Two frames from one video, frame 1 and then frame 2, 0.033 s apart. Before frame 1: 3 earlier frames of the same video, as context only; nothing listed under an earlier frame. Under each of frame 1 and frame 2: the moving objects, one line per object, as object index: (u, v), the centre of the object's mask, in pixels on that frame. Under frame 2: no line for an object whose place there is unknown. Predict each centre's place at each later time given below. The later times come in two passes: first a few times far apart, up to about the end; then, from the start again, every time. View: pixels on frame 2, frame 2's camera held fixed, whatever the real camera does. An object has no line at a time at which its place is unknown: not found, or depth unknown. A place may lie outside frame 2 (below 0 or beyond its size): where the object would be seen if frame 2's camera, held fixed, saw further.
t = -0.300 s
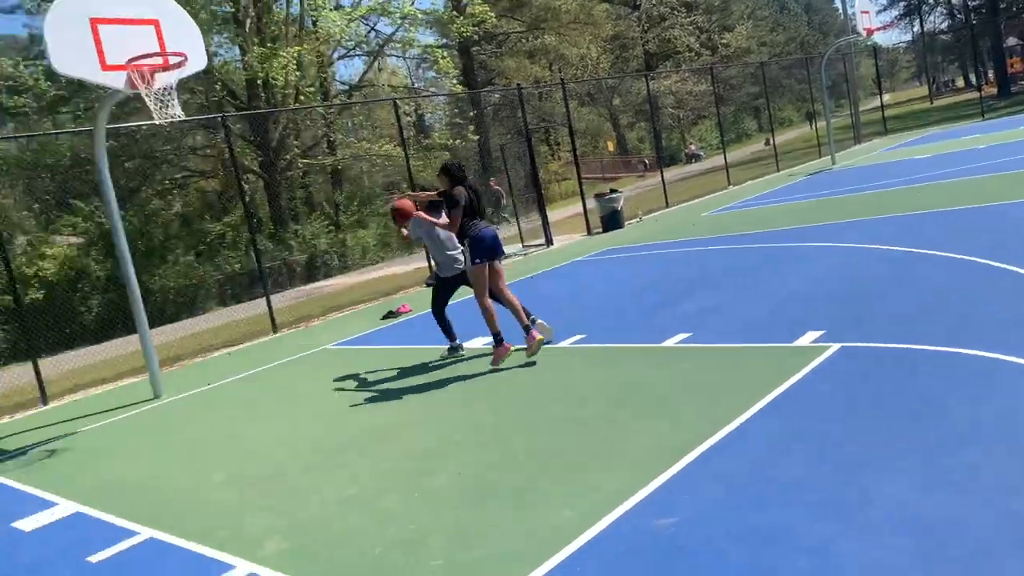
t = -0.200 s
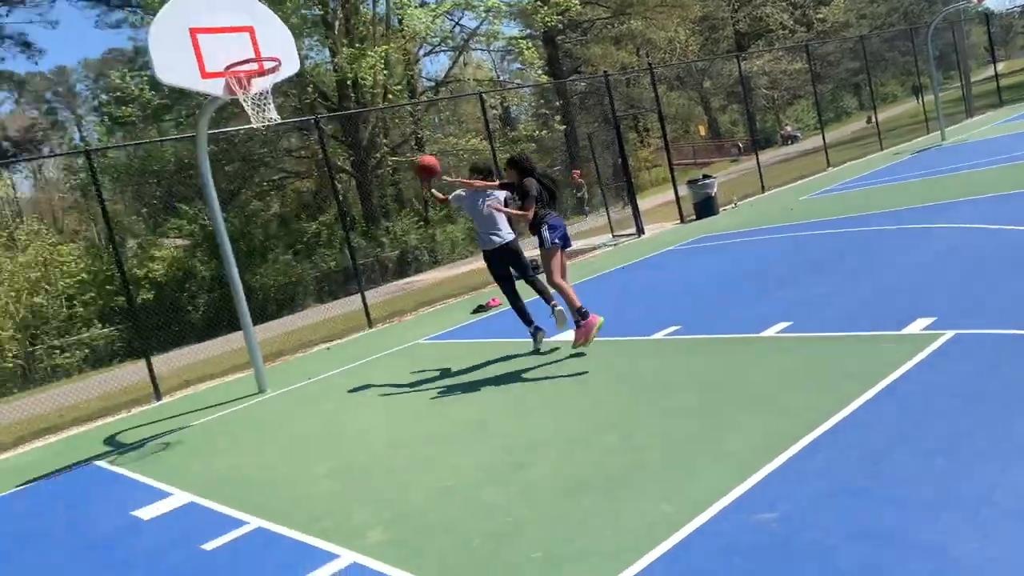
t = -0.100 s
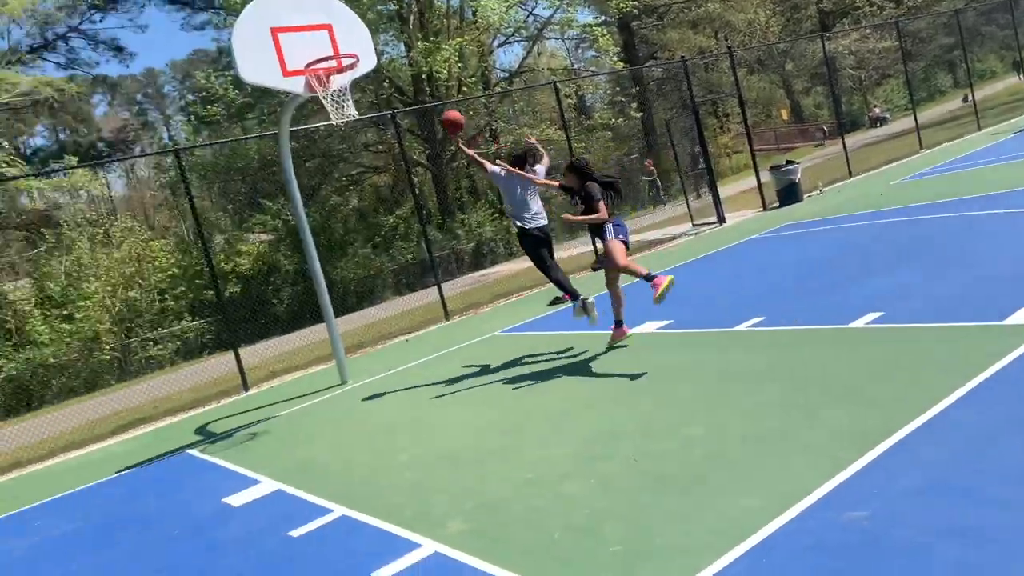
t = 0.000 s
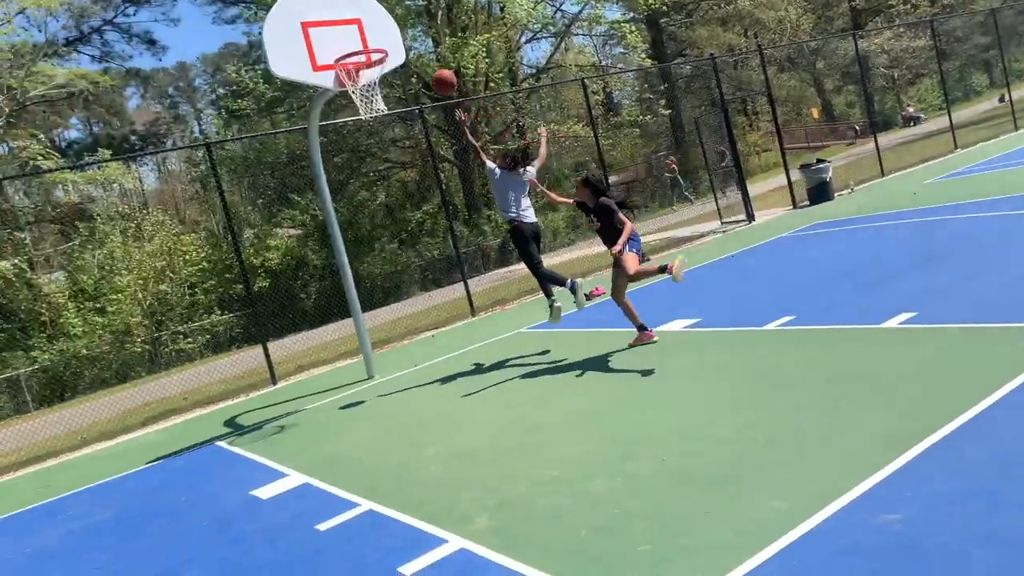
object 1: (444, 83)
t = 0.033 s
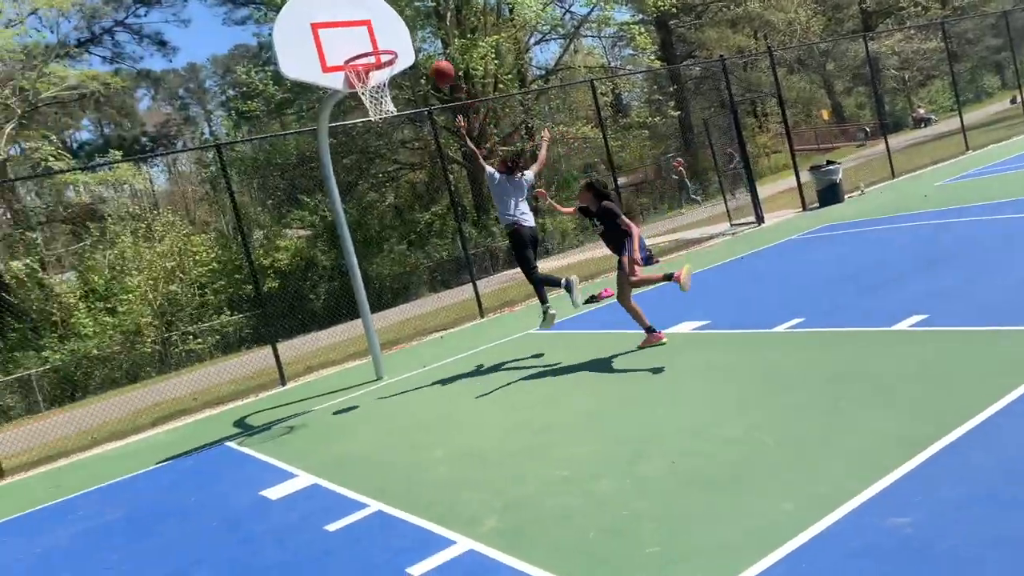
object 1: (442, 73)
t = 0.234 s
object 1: (380, 36)
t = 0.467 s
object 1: (326, 39)
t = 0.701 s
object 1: (307, 81)
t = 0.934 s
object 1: (306, 192)
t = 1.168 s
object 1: (320, 372)
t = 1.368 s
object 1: (287, 357)
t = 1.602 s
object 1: (223, 268)
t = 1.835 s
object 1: (173, 243)
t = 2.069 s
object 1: (142, 291)
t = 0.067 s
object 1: (430, 64)
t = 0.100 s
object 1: (421, 56)
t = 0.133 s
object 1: (410, 49)
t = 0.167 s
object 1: (400, 43)
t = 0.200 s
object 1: (389, 38)
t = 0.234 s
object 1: (380, 36)
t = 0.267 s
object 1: (371, 34)
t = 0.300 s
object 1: (361, 34)
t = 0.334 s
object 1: (352, 33)
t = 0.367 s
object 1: (343, 34)
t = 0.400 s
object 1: (334, 36)
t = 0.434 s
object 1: (329, 37)
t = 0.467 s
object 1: (326, 39)
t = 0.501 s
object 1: (323, 41)
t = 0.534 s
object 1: (320, 45)
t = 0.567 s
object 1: (316, 50)
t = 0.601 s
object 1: (314, 56)
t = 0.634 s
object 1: (311, 63)
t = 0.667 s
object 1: (309, 72)
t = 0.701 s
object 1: (307, 81)
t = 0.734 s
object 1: (307, 92)
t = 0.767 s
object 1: (307, 106)
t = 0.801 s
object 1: (306, 120)
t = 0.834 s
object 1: (306, 136)
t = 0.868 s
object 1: (306, 154)
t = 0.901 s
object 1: (306, 172)
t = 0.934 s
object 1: (306, 192)
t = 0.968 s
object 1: (308, 212)
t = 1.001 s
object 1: (310, 236)
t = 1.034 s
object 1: (311, 260)
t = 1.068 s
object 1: (313, 286)
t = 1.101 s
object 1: (315, 312)
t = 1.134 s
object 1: (317, 342)
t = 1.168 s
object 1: (320, 372)
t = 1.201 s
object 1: (323, 404)
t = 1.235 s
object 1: (325, 436)
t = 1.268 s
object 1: (315, 414)
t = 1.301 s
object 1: (306, 394)
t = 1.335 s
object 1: (297, 375)
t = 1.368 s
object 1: (287, 357)
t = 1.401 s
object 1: (277, 341)
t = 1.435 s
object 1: (267, 326)
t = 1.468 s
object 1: (258, 312)
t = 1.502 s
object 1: (248, 299)
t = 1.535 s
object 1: (239, 288)
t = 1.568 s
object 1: (231, 278)
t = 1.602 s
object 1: (223, 268)
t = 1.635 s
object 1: (215, 261)
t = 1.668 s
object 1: (207, 255)
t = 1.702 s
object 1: (200, 250)
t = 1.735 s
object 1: (192, 247)
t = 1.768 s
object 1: (186, 244)
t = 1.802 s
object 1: (179, 243)
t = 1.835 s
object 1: (173, 243)
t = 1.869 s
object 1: (167, 246)
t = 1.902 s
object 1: (162, 249)
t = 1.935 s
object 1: (158, 254)
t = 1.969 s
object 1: (153, 261)
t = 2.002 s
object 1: (149, 269)
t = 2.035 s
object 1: (145, 280)
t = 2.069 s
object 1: (142, 291)
